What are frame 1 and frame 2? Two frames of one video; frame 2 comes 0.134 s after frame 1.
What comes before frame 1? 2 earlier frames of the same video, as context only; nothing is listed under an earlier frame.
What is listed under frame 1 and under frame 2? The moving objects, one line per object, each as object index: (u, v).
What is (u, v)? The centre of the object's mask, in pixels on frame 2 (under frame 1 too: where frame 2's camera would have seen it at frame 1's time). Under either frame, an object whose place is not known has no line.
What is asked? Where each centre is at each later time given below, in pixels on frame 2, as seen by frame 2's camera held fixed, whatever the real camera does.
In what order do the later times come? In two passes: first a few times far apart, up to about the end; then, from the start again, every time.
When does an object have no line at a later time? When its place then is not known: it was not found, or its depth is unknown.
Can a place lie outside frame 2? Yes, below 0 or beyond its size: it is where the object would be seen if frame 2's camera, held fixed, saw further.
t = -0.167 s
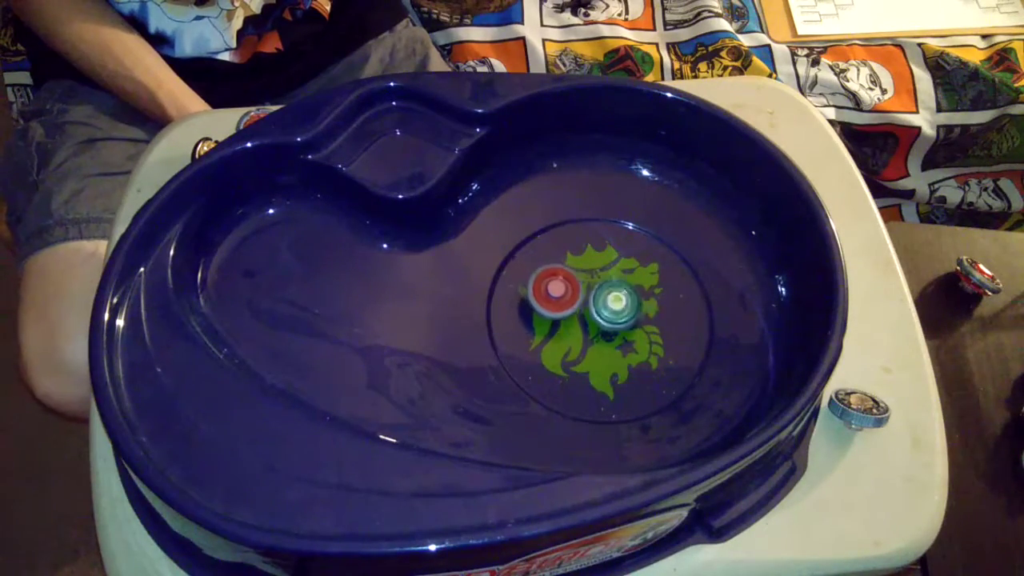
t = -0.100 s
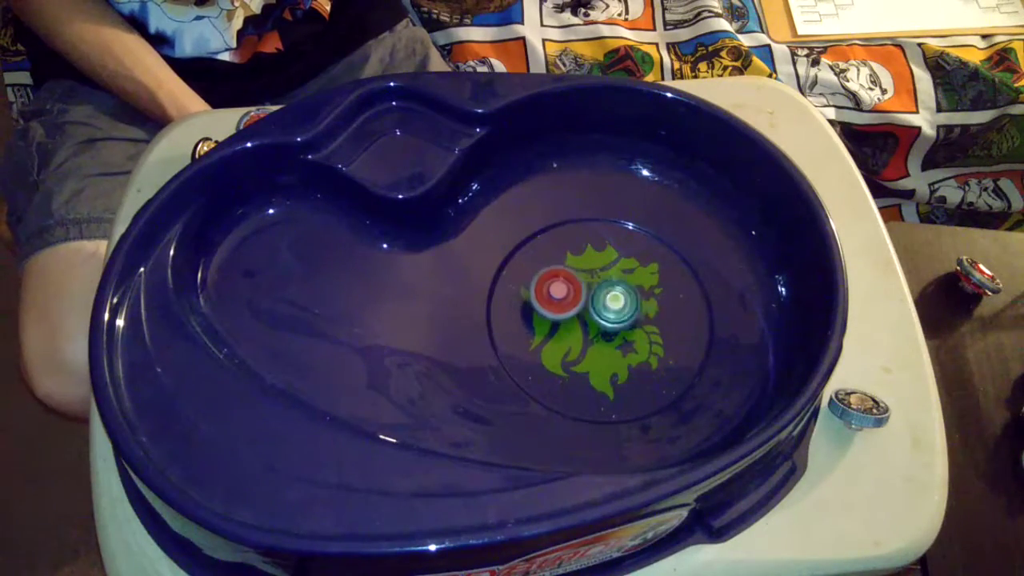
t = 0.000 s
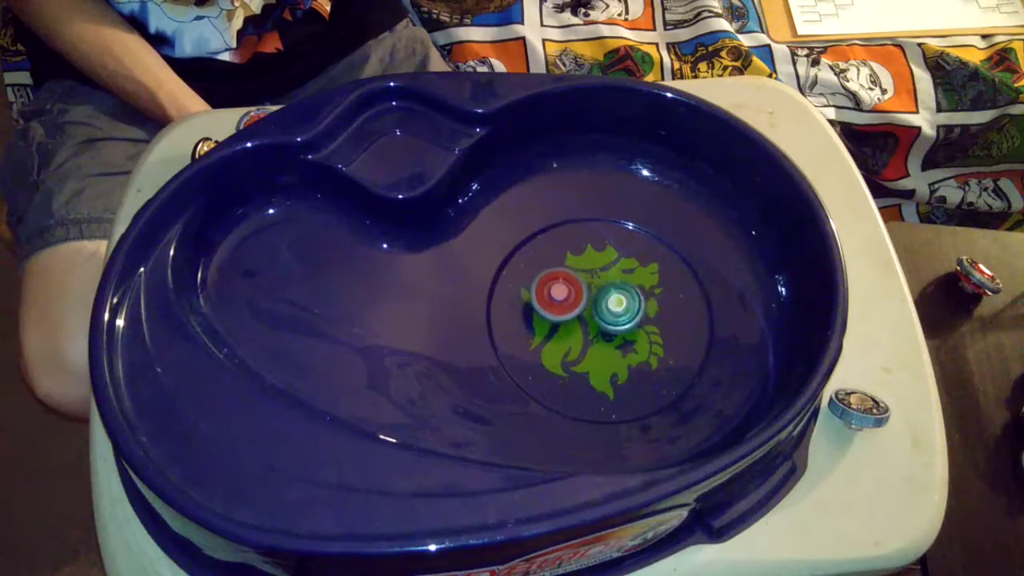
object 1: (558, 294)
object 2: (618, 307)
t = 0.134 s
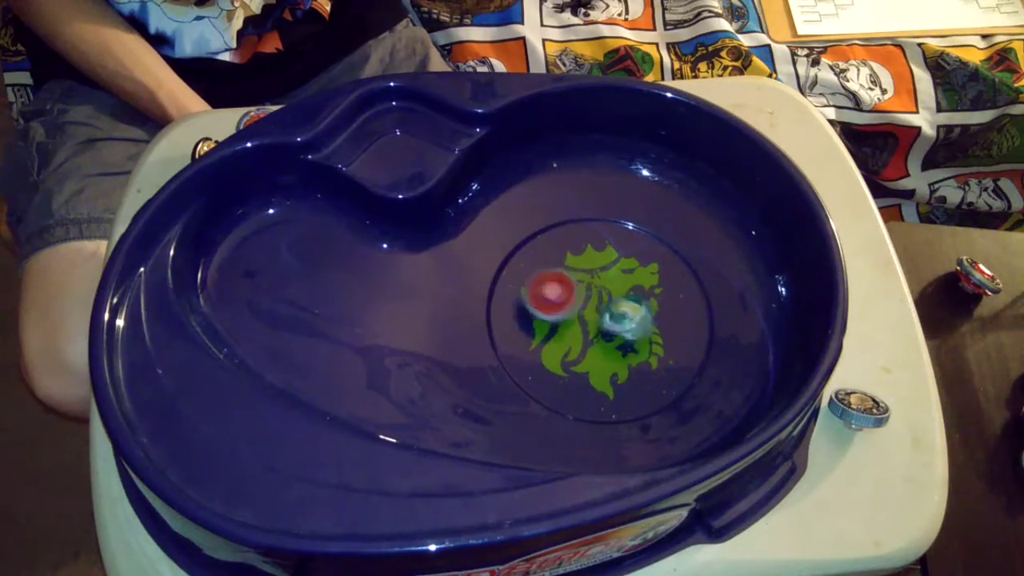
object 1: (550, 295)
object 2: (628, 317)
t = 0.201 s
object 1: (535, 289)
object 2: (653, 329)
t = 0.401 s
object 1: (527, 291)
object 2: (670, 348)
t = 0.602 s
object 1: (526, 294)
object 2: (665, 340)
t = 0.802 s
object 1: (529, 298)
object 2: (664, 331)
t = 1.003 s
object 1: (534, 300)
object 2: (660, 324)
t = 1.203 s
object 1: (541, 305)
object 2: (658, 317)
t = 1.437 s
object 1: (551, 316)
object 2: (652, 307)
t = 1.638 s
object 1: (556, 326)
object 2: (645, 301)
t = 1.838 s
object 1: (558, 333)
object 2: (636, 296)
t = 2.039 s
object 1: (558, 336)
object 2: (628, 286)
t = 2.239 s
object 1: (561, 337)
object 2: (623, 285)
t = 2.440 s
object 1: (564, 336)
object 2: (613, 287)
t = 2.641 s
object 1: (572, 333)
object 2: (599, 285)
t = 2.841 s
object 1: (581, 332)
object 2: (599, 282)
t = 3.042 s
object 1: (589, 339)
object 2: (602, 281)
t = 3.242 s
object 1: (593, 343)
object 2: (598, 282)
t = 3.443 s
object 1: (594, 345)
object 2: (595, 282)
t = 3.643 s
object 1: (594, 345)
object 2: (592, 285)
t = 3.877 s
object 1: (593, 345)
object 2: (583, 283)
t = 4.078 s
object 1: (596, 343)
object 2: (583, 279)
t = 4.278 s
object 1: (601, 339)
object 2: (588, 286)
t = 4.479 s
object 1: (608, 355)
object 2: (591, 273)
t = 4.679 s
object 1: (613, 356)
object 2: (591, 280)
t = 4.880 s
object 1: (613, 353)
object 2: (582, 287)
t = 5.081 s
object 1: (613, 346)
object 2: (579, 288)
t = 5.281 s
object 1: (614, 337)
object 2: (581, 291)
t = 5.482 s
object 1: (623, 335)
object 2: (574, 281)
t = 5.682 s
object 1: (630, 333)
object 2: (586, 284)
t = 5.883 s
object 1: (652, 364)
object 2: (562, 266)
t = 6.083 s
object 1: (656, 372)
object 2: (543, 250)
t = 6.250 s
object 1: (652, 370)
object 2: (545, 257)
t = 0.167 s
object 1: (541, 291)
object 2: (643, 323)
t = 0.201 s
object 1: (535, 289)
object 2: (653, 329)
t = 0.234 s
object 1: (530, 287)
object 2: (662, 335)
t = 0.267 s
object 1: (529, 288)
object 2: (669, 339)
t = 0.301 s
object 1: (529, 289)
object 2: (672, 343)
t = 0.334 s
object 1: (528, 290)
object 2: (673, 345)
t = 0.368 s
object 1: (527, 291)
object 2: (672, 347)
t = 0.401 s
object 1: (527, 291)
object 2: (670, 348)
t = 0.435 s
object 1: (527, 292)
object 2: (668, 347)
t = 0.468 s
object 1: (526, 292)
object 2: (667, 346)
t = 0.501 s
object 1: (526, 293)
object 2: (666, 345)
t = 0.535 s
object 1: (526, 293)
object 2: (666, 344)
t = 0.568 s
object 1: (526, 294)
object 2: (666, 343)
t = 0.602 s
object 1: (526, 294)
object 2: (665, 340)
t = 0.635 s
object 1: (526, 295)
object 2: (665, 339)
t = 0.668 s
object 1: (527, 295)
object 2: (664, 336)
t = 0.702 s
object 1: (528, 296)
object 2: (664, 335)
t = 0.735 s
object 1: (528, 297)
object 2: (664, 333)
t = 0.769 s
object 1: (529, 297)
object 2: (664, 332)
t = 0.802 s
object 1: (529, 298)
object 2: (664, 331)
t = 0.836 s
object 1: (529, 298)
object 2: (664, 331)
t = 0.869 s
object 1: (530, 298)
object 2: (664, 330)
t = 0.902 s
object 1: (531, 298)
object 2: (663, 330)
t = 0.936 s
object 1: (532, 299)
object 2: (661, 327)
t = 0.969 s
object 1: (533, 300)
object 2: (661, 326)
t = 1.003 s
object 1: (534, 300)
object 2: (660, 324)
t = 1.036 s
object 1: (535, 301)
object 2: (660, 322)
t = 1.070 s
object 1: (536, 302)
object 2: (661, 321)
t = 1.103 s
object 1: (537, 302)
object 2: (661, 320)
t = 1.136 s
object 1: (538, 303)
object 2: (660, 319)
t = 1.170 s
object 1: (540, 304)
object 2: (659, 319)
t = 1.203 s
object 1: (541, 305)
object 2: (658, 317)
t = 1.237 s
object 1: (543, 306)
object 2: (657, 314)
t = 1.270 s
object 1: (544, 308)
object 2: (656, 313)
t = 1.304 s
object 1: (546, 309)
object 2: (654, 311)
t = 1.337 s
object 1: (547, 311)
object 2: (653, 309)
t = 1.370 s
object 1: (548, 312)
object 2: (652, 308)
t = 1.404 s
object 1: (549, 314)
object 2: (652, 307)
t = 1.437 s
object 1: (551, 316)
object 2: (652, 307)
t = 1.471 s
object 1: (552, 317)
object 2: (651, 306)
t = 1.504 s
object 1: (553, 320)
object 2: (651, 306)
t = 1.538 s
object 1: (554, 322)
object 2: (650, 305)
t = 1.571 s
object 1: (555, 323)
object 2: (648, 304)
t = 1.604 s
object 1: (556, 325)
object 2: (647, 303)
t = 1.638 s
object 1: (556, 326)
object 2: (645, 301)
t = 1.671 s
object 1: (557, 328)
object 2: (644, 299)
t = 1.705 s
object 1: (557, 329)
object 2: (644, 298)
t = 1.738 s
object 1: (557, 331)
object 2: (642, 298)
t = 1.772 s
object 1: (558, 332)
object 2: (640, 297)
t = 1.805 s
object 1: (558, 332)
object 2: (638, 297)
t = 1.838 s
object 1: (558, 333)
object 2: (636, 296)
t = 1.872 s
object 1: (558, 334)
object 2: (634, 295)
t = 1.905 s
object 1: (558, 334)
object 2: (632, 293)
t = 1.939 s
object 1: (558, 335)
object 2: (631, 292)
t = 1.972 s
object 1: (558, 336)
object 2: (629, 289)
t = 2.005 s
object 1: (558, 336)
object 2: (628, 287)
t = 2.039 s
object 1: (558, 336)
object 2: (628, 286)
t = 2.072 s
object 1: (559, 336)
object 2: (628, 286)
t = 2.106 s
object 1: (559, 336)
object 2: (627, 285)
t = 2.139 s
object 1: (560, 337)
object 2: (627, 285)
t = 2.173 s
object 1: (560, 337)
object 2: (626, 285)
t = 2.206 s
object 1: (561, 337)
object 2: (625, 285)
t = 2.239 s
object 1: (561, 337)
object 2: (623, 285)
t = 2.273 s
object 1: (561, 337)
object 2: (621, 285)
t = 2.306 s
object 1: (562, 337)
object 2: (620, 285)
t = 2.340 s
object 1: (562, 336)
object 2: (619, 285)
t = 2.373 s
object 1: (563, 336)
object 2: (617, 286)
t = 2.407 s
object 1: (564, 336)
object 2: (615, 286)
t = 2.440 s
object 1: (564, 336)
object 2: (613, 287)
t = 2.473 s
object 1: (566, 335)
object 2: (610, 288)
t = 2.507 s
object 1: (567, 335)
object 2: (608, 288)
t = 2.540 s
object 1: (568, 334)
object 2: (605, 287)
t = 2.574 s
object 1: (569, 334)
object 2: (603, 286)
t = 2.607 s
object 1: (570, 333)
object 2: (600, 285)
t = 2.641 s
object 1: (572, 333)
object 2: (599, 285)
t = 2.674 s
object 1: (574, 332)
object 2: (598, 284)
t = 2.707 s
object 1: (575, 332)
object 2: (597, 283)
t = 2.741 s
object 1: (577, 332)
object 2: (597, 282)
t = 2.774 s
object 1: (578, 332)
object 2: (598, 283)
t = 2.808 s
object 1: (580, 332)
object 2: (599, 283)
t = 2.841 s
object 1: (581, 332)
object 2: (599, 282)
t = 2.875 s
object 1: (583, 332)
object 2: (598, 283)
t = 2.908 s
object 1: (585, 333)
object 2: (597, 283)
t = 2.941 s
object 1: (586, 334)
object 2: (598, 283)
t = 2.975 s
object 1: (586, 336)
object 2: (600, 282)
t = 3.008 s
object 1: (587, 337)
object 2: (602, 281)
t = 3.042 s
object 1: (589, 339)
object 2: (602, 281)
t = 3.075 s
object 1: (590, 339)
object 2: (602, 281)
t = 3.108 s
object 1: (591, 340)
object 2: (601, 280)
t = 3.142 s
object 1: (591, 341)
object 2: (600, 281)
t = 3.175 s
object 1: (592, 342)
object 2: (599, 281)
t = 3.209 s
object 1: (593, 342)
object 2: (598, 282)
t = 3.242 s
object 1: (593, 343)
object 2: (598, 282)
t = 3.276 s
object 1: (593, 343)
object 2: (597, 282)
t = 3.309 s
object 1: (594, 344)
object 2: (596, 282)
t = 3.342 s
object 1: (594, 345)
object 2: (595, 281)
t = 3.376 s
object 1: (594, 345)
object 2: (595, 282)
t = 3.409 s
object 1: (594, 345)
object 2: (595, 282)
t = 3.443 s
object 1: (594, 345)
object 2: (595, 282)
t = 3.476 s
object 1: (594, 345)
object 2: (594, 283)
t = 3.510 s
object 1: (594, 345)
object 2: (594, 284)
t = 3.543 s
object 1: (594, 345)
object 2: (593, 284)
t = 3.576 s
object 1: (594, 345)
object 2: (593, 284)
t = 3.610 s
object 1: (594, 345)
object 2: (593, 284)
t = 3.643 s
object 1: (594, 345)
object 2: (592, 285)
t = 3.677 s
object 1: (593, 344)
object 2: (592, 285)
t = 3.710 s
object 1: (593, 343)
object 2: (591, 287)
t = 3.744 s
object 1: (593, 343)
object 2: (590, 288)
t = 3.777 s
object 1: (593, 342)
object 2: (589, 289)
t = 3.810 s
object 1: (593, 343)
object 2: (588, 289)
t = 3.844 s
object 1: (593, 345)
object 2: (586, 285)
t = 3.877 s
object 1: (593, 345)
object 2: (583, 283)
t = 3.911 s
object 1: (593, 345)
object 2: (582, 281)
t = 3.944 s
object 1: (594, 345)
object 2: (581, 280)
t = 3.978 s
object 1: (594, 344)
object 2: (582, 279)
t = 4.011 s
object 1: (595, 344)
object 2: (582, 278)
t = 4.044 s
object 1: (595, 343)
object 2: (582, 278)
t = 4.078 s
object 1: (596, 343)
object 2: (583, 279)
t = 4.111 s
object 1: (597, 342)
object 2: (584, 279)
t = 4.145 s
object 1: (598, 341)
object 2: (585, 280)
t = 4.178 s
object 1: (598, 340)
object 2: (586, 280)
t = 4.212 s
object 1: (599, 340)
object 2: (587, 281)
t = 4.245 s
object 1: (600, 339)
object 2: (588, 283)
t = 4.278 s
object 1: (601, 339)
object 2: (588, 286)
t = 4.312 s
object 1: (602, 343)
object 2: (589, 285)
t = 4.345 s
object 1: (603, 349)
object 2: (590, 278)
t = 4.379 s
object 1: (605, 353)
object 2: (591, 275)
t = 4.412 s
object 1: (605, 354)
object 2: (592, 274)
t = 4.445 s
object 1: (607, 354)
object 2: (592, 273)
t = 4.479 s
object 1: (608, 355)
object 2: (591, 273)
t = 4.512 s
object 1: (610, 355)
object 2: (590, 274)
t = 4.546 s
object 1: (610, 355)
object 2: (590, 276)
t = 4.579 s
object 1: (611, 356)
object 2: (590, 277)
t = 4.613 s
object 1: (612, 356)
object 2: (591, 278)
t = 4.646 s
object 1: (612, 356)
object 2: (592, 279)
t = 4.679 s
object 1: (613, 356)
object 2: (591, 280)
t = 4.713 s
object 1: (613, 356)
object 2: (589, 281)
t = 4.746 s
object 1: (613, 355)
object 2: (588, 284)
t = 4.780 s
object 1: (613, 355)
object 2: (586, 285)
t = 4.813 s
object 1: (614, 354)
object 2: (585, 287)
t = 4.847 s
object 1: (614, 353)
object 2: (584, 287)
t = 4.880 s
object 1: (613, 353)
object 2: (582, 287)
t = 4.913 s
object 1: (613, 352)
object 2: (582, 287)
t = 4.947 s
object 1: (613, 351)
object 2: (581, 287)
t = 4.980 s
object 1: (613, 350)
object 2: (580, 287)
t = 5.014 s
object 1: (613, 349)
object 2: (580, 287)
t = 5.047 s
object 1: (613, 347)
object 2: (580, 288)
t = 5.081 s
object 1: (613, 346)
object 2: (579, 288)
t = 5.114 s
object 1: (613, 345)
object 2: (579, 288)
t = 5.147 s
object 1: (613, 343)
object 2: (580, 288)
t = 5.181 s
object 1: (613, 341)
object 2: (580, 288)
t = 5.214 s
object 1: (613, 340)
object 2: (580, 289)
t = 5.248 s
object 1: (614, 338)
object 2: (581, 291)
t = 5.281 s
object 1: (614, 337)
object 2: (581, 291)
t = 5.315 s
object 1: (616, 337)
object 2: (579, 289)
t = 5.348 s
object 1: (618, 338)
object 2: (576, 286)
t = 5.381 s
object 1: (619, 337)
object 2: (575, 284)
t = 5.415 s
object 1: (621, 337)
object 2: (574, 282)
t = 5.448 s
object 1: (622, 336)
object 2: (575, 281)
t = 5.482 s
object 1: (623, 335)
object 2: (574, 281)
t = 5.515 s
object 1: (624, 335)
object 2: (575, 281)
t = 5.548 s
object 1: (625, 334)
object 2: (575, 280)
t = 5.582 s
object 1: (627, 334)
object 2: (576, 279)
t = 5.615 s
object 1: (628, 334)
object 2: (581, 281)
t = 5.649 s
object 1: (629, 333)
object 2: (583, 281)
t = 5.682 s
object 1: (630, 333)
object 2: (586, 284)
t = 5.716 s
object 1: (631, 333)
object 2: (587, 287)
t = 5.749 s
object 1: (631, 332)
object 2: (587, 291)
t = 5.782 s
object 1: (632, 333)
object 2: (587, 294)
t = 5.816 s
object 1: (641, 344)
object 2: (582, 288)
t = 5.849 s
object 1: (648, 354)
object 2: (571, 276)
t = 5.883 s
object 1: (652, 364)
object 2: (562, 266)
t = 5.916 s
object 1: (654, 369)
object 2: (553, 259)
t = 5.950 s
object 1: (655, 371)
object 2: (549, 253)
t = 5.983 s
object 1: (655, 372)
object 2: (544, 250)
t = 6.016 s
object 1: (655, 372)
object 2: (543, 250)
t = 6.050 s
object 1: (656, 372)
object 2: (543, 250)
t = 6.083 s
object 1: (656, 372)
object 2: (543, 250)
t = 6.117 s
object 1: (655, 372)
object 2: (544, 250)
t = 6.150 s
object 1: (655, 371)
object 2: (544, 251)
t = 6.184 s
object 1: (654, 371)
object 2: (545, 253)
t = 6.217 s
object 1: (653, 370)
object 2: (545, 255)
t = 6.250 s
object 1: (652, 370)
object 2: (545, 257)
